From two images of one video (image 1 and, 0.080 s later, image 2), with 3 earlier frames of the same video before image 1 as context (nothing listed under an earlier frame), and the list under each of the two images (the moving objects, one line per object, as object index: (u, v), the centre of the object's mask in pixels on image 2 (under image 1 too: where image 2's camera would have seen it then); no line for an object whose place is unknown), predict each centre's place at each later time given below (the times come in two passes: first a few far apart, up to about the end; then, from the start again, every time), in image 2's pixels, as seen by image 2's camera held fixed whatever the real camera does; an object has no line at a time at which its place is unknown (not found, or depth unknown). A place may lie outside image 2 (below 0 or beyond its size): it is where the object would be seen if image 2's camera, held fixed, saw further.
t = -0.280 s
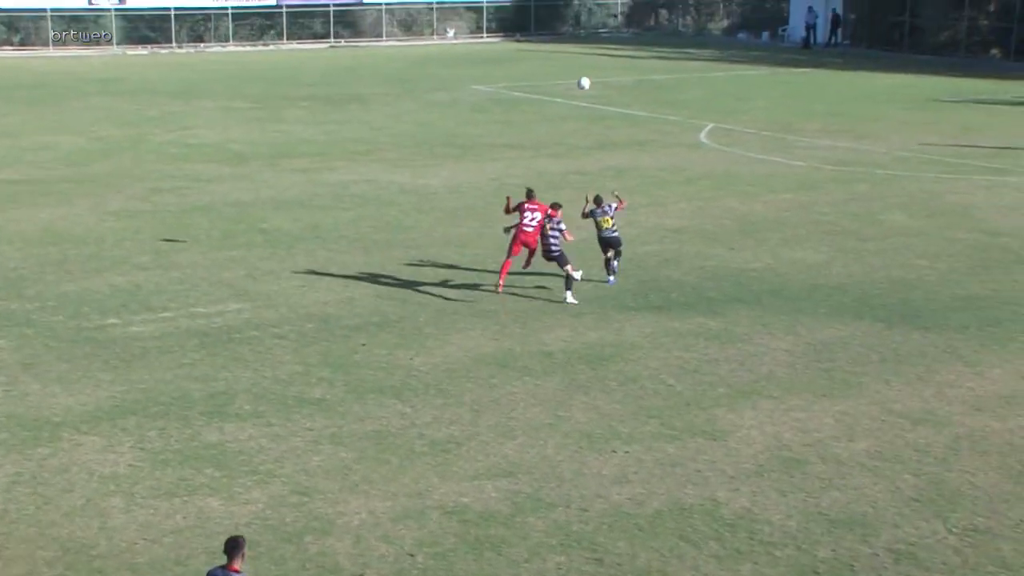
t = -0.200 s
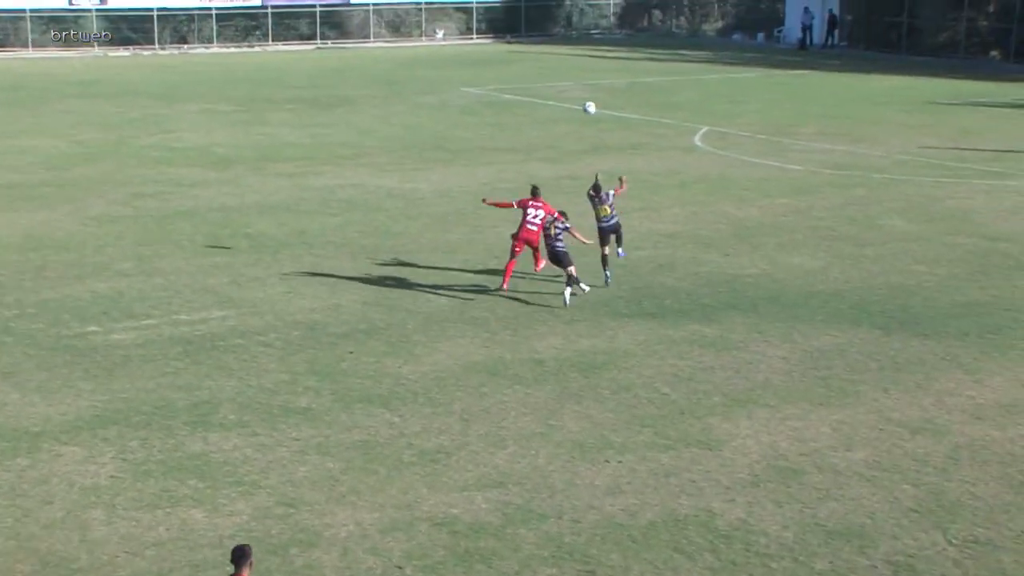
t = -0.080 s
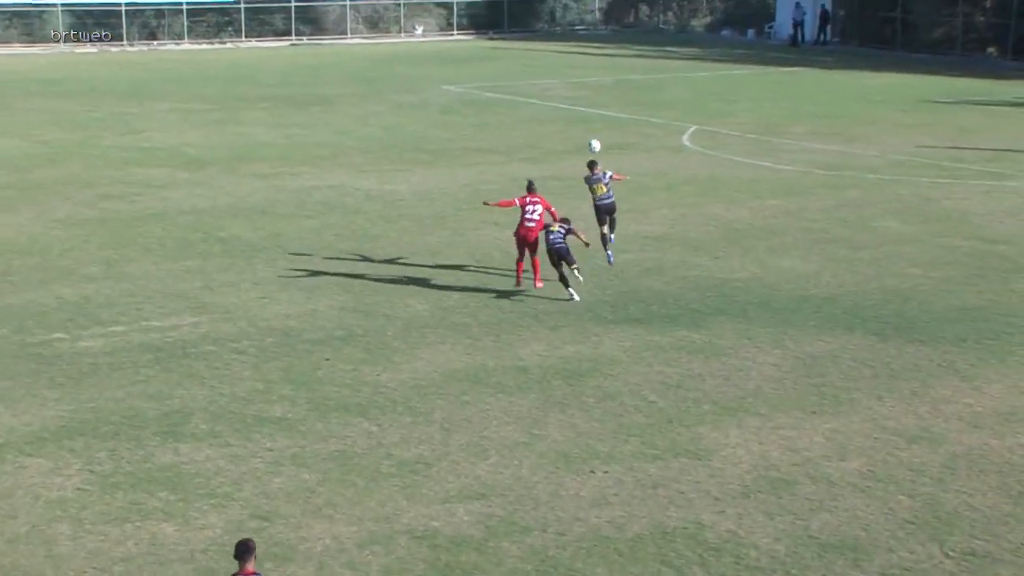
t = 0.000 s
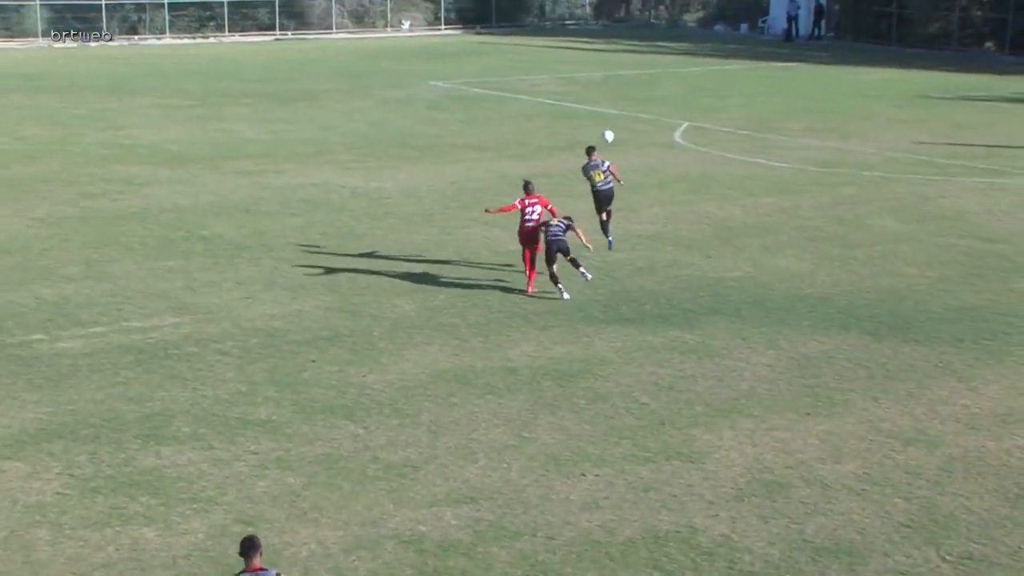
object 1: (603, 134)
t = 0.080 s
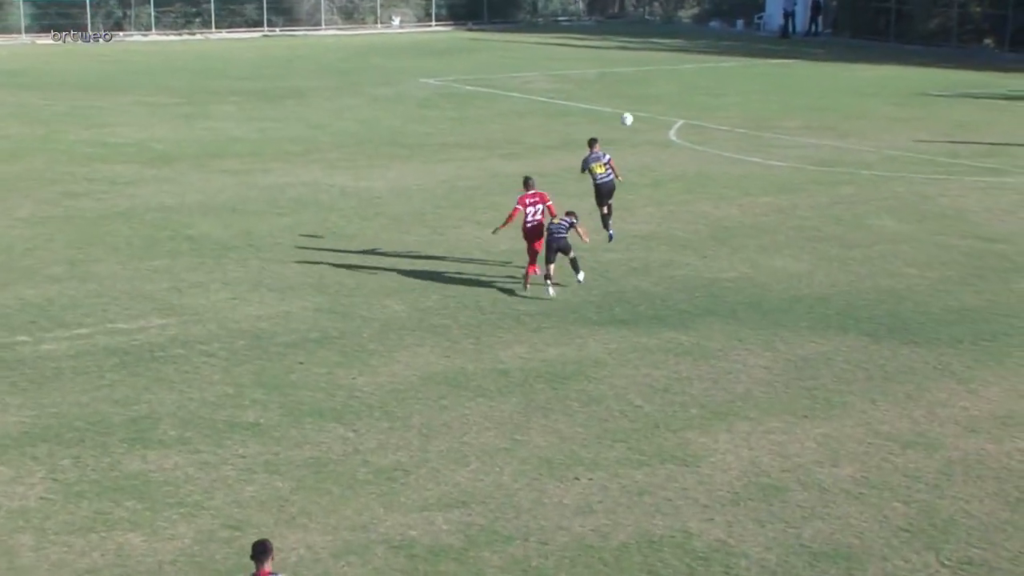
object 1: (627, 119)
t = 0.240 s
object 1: (678, 99)
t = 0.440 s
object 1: (732, 99)
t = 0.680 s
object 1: (777, 127)
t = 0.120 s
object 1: (641, 112)
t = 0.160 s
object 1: (653, 107)
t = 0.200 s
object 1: (666, 102)
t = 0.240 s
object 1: (678, 99)
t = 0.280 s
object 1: (690, 97)
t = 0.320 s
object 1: (701, 97)
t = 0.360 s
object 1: (713, 96)
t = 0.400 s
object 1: (722, 96)
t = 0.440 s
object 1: (732, 99)
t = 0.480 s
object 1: (741, 102)
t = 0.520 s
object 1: (750, 106)
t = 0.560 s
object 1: (757, 110)
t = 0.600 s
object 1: (765, 115)
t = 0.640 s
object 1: (772, 121)
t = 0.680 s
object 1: (777, 127)
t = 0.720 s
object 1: (785, 136)
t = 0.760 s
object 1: (793, 144)
